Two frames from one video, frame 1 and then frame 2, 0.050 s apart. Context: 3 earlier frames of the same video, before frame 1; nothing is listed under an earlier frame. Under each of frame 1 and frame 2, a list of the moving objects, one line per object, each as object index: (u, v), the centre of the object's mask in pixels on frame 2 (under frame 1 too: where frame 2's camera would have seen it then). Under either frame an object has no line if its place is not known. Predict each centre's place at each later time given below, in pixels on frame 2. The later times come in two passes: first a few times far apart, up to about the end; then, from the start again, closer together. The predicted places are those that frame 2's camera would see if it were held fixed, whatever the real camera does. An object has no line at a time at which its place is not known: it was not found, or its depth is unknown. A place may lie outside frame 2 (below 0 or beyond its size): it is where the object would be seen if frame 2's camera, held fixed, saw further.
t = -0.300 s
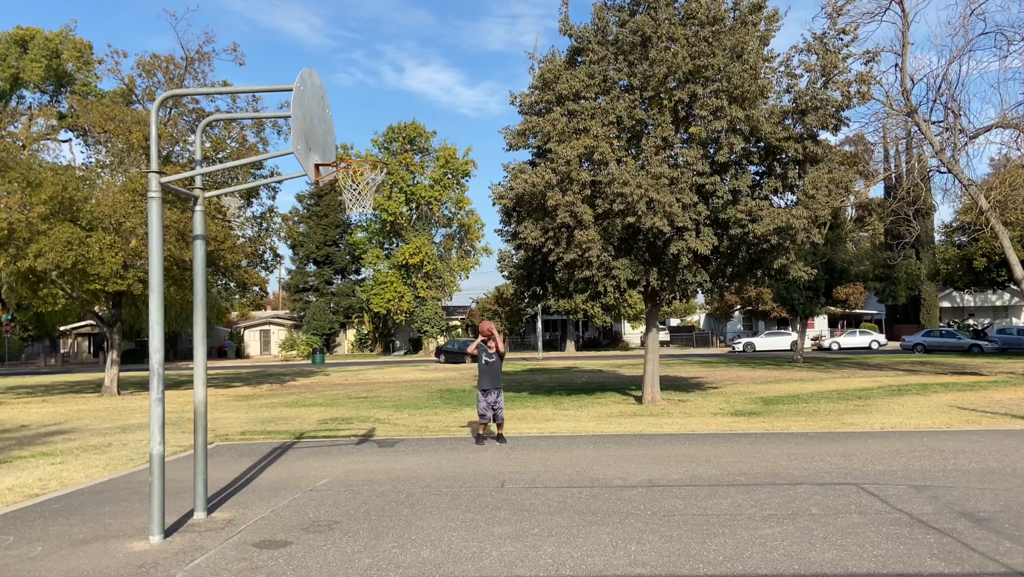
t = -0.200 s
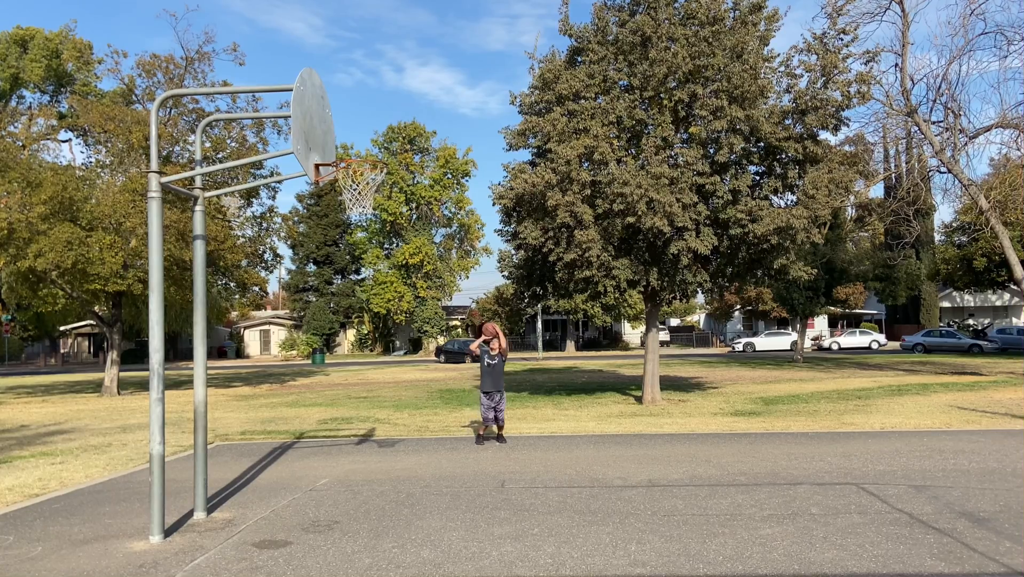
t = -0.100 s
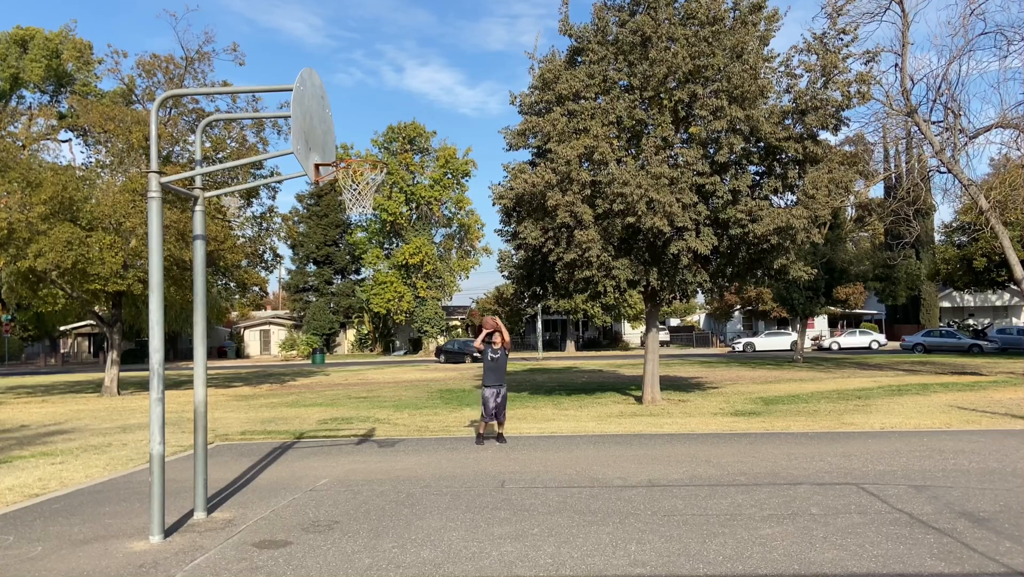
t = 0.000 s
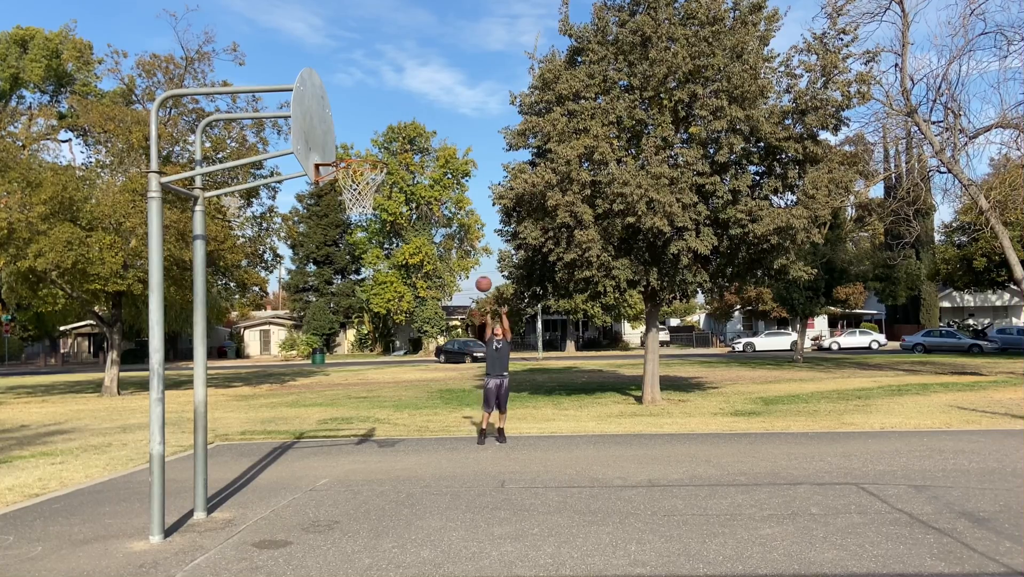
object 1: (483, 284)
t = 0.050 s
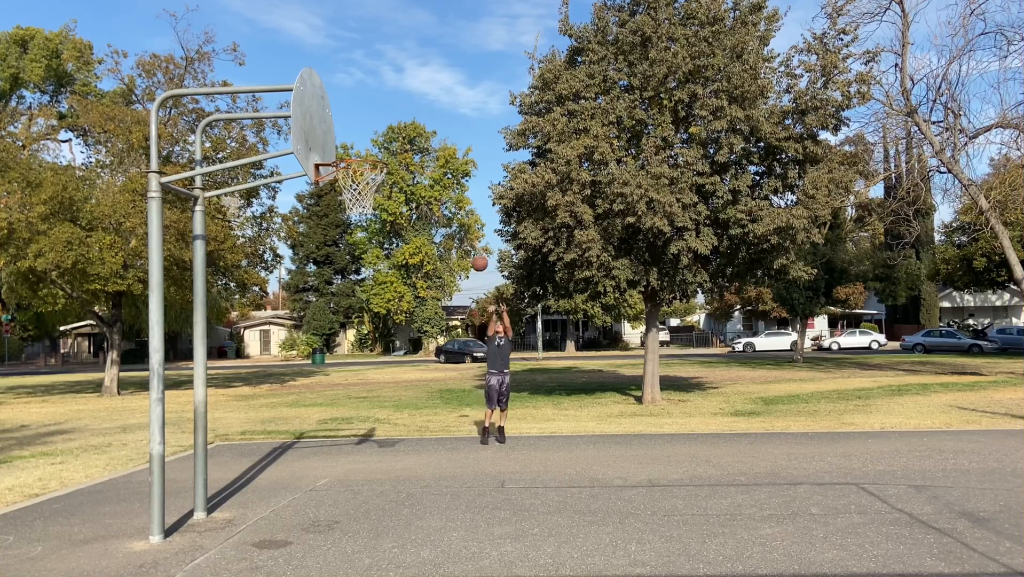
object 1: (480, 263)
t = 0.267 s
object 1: (461, 184)
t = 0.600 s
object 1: (424, 111)
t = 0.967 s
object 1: (369, 133)
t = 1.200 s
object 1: (357, 157)
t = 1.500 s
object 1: (364, 172)
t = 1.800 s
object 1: (361, 225)
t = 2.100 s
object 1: (355, 371)
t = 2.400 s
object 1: (347, 449)
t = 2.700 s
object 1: (335, 317)
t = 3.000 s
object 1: (324, 291)
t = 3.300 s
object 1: (312, 377)
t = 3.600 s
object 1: (301, 502)
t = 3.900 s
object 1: (292, 380)
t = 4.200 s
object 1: (284, 373)
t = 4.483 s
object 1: (275, 478)
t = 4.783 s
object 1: (266, 461)
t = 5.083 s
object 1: (256, 419)
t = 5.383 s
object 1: (246, 506)
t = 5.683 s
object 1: (230, 485)
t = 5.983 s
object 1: (211, 477)
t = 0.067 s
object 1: (478, 256)
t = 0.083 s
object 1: (477, 250)
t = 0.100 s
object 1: (476, 243)
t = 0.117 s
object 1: (474, 237)
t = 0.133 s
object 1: (473, 230)
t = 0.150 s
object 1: (471, 225)
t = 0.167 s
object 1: (469, 218)
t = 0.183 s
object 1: (468, 213)
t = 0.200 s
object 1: (467, 206)
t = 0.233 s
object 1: (464, 195)
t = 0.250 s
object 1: (462, 189)
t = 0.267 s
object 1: (461, 184)
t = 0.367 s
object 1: (451, 155)
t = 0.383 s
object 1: (449, 151)
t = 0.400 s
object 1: (447, 147)
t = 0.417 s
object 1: (445, 143)
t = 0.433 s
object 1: (443, 139)
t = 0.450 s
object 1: (441, 135)
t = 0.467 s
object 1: (440, 132)
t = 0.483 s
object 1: (438, 128)
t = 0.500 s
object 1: (436, 125)
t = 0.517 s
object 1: (434, 122)
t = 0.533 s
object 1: (432, 119)
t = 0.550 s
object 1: (430, 117)
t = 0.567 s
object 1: (428, 115)
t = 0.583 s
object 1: (426, 112)
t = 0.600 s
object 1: (424, 111)
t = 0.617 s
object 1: (422, 109)
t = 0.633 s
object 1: (420, 107)
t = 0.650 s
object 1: (417, 106)
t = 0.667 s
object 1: (415, 105)
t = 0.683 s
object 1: (413, 104)
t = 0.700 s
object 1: (411, 104)
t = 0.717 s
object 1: (408, 103)
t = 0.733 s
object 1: (406, 103)
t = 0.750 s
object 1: (404, 103)
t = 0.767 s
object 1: (401, 104)
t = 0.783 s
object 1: (399, 105)
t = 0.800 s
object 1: (396, 106)
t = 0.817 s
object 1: (394, 107)
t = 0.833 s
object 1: (391, 108)
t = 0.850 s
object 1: (388, 110)
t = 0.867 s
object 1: (386, 113)
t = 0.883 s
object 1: (383, 115)
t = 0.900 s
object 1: (380, 118)
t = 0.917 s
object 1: (377, 121)
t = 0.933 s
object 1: (375, 125)
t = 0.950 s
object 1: (372, 129)
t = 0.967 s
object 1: (369, 133)
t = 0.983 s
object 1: (366, 138)
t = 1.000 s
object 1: (363, 143)
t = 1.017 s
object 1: (360, 148)
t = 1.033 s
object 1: (356, 153)
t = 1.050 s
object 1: (355, 159)
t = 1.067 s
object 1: (357, 160)
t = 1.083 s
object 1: (361, 163)
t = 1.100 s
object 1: (362, 165)
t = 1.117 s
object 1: (362, 164)
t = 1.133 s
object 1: (361, 162)
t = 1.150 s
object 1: (360, 160)
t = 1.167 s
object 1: (359, 158)
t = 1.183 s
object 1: (358, 158)
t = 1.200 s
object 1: (357, 157)
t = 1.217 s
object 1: (357, 155)
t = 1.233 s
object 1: (355, 155)
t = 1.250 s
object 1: (354, 156)
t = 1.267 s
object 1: (354, 155)
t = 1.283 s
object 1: (355, 154)
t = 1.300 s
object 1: (356, 155)
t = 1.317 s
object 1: (356, 156)
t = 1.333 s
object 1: (358, 156)
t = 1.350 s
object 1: (359, 156)
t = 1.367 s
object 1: (360, 157)
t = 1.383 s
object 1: (361, 160)
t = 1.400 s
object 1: (363, 160)
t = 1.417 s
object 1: (362, 164)
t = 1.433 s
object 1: (363, 166)
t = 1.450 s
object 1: (365, 167)
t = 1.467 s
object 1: (364, 170)
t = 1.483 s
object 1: (364, 170)
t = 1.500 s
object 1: (364, 172)
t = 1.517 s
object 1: (365, 172)
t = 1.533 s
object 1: (365, 174)
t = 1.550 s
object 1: (365, 176)
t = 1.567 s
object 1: (365, 178)
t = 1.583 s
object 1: (364, 181)
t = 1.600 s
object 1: (364, 182)
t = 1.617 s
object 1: (366, 189)
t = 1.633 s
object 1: (365, 192)
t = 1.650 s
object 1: (366, 194)
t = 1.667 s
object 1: (366, 203)
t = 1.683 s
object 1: (364, 203)
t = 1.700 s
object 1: (363, 204)
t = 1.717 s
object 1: (362, 205)
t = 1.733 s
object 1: (362, 208)
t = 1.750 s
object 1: (362, 211)
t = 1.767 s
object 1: (361, 216)
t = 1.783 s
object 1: (361, 220)
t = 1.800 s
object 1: (361, 225)
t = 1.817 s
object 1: (360, 230)
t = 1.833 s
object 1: (360, 235)
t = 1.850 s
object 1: (359, 242)
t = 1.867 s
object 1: (359, 247)
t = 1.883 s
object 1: (359, 254)
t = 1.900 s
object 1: (358, 261)
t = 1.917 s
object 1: (358, 268)
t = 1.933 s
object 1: (358, 275)
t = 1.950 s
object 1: (358, 283)
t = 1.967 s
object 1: (357, 291)
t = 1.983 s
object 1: (357, 300)
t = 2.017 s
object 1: (357, 318)
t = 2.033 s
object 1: (357, 327)
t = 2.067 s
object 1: (356, 348)
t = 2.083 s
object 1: (355, 358)
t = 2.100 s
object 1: (355, 371)
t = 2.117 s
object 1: (355, 381)
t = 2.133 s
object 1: (354, 392)
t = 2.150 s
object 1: (354, 405)
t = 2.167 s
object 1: (354, 417)
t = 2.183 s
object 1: (353, 429)
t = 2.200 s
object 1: (353, 442)
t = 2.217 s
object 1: (353, 456)
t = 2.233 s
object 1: (352, 470)
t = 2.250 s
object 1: (352, 484)
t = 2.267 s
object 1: (352, 500)
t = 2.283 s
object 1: (351, 515)
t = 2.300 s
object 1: (351, 519)
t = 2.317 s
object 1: (350, 506)
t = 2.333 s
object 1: (350, 494)
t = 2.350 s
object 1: (349, 482)
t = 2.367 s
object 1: (348, 471)
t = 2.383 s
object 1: (348, 459)
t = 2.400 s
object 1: (347, 449)
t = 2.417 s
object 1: (347, 439)
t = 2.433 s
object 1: (346, 429)
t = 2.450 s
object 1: (345, 420)
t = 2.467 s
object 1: (344, 410)
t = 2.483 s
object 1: (344, 401)
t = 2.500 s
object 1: (343, 393)
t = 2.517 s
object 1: (342, 385)
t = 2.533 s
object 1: (342, 377)
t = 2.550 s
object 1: (341, 370)
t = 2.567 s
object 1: (340, 362)
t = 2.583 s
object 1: (339, 355)
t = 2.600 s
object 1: (339, 348)
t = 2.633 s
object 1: (337, 337)
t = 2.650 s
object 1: (337, 331)
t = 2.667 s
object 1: (336, 326)
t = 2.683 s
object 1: (335, 321)
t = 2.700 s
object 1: (335, 317)
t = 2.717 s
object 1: (334, 312)
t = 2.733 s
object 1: (334, 308)
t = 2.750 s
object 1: (333, 305)
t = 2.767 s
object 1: (332, 302)
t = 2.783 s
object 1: (331, 299)
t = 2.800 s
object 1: (331, 296)
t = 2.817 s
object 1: (330, 294)
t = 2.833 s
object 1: (330, 293)
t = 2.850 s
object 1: (329, 291)
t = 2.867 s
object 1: (328, 289)
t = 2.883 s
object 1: (328, 288)
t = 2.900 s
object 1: (327, 288)
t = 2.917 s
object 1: (327, 288)
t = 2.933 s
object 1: (326, 288)
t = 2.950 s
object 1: (325, 288)
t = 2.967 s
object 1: (325, 289)
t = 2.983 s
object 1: (324, 290)
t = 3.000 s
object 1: (324, 291)
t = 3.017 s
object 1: (323, 293)
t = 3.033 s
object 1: (322, 295)
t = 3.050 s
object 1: (322, 297)
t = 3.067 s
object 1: (321, 300)
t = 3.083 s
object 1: (320, 303)
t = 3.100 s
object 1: (319, 307)
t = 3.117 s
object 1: (319, 311)
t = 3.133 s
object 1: (318, 315)
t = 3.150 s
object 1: (318, 319)
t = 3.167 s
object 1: (317, 324)
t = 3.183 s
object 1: (316, 330)
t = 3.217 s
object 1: (315, 341)
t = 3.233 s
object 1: (315, 348)
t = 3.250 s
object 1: (314, 354)
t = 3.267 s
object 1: (313, 362)
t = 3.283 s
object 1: (313, 369)
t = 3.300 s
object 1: (312, 377)
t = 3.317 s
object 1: (312, 385)
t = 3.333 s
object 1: (311, 394)
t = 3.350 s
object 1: (310, 402)
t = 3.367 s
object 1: (309, 412)
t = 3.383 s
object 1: (309, 421)
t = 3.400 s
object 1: (308, 431)
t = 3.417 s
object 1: (308, 442)
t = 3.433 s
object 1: (307, 452)
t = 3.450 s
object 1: (306, 464)
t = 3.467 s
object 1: (306, 475)
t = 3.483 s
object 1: (305, 487)
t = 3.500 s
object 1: (304, 499)
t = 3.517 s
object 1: (304, 512)
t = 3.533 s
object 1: (303, 525)
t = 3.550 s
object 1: (303, 534)
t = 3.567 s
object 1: (302, 522)
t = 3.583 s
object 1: (302, 511)
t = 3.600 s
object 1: (301, 502)
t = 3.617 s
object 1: (301, 491)
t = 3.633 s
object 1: (300, 482)
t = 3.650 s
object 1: (300, 473)
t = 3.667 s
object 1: (300, 465)
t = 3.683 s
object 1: (299, 456)
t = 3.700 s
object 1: (299, 448)
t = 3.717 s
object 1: (298, 440)
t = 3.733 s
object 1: (298, 433)
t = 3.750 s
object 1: (297, 426)
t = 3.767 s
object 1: (297, 420)
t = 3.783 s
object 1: (296, 413)
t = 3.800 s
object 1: (296, 408)
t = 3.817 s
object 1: (295, 402)
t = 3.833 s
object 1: (295, 397)
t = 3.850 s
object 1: (294, 391)
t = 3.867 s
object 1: (294, 387)
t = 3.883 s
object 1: (293, 383)
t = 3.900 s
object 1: (292, 380)
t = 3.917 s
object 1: (292, 376)
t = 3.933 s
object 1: (292, 373)
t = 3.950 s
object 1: (291, 370)
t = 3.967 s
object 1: (291, 368)
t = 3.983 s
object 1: (290, 366)
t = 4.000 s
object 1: (290, 365)
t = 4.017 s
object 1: (289, 363)
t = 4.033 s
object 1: (289, 363)
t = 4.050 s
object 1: (288, 362)
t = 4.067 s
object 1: (288, 362)
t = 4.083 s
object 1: (287, 362)
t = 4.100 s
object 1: (287, 362)
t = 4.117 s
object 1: (287, 363)
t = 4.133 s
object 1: (286, 364)
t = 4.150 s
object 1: (286, 366)
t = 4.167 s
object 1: (285, 368)
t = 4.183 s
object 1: (284, 370)
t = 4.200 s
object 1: (284, 373)
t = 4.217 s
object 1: (283, 376)
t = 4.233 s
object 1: (283, 380)
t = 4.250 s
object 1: (282, 383)
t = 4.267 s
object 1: (282, 387)
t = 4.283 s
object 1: (281, 392)
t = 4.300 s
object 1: (281, 397)
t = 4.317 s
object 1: (280, 402)
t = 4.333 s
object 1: (280, 408)
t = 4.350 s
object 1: (279, 415)
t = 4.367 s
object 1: (278, 421)
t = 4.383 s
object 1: (278, 428)
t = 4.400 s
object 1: (278, 435)
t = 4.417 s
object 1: (277, 443)
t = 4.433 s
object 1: (277, 451)
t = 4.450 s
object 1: (276, 460)
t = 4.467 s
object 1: (276, 468)
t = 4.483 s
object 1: (275, 478)
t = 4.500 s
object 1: (275, 488)
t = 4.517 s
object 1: (274, 498)
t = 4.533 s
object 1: (273, 509)
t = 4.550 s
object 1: (273, 520)
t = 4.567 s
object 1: (272, 531)
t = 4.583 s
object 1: (272, 543)
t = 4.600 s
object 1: (271, 546)
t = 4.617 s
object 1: (271, 537)
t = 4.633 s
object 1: (270, 527)
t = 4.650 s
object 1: (270, 518)
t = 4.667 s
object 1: (269, 510)
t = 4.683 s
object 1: (269, 502)
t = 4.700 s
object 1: (268, 494)
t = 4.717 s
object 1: (268, 486)
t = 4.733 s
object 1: (267, 479)
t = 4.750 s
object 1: (267, 472)
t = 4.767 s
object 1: (266, 466)
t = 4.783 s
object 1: (266, 461)
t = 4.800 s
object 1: (265, 455)
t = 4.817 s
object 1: (264, 450)
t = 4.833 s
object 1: (264, 445)
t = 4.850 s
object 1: (263, 441)
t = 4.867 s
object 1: (263, 436)
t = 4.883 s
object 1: (262, 433)
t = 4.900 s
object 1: (262, 429)
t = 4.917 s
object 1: (261, 427)
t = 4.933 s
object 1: (261, 424)
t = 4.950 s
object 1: (260, 422)
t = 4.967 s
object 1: (260, 420)
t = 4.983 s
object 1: (259, 419)
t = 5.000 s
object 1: (258, 418)
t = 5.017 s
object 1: (258, 417)
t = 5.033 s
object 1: (257, 417)
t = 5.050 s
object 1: (257, 417)
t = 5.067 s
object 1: (256, 418)
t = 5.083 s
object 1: (256, 419)
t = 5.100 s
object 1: (255, 420)
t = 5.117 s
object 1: (255, 422)
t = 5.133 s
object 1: (254, 424)
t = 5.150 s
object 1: (254, 427)
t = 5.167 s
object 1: (253, 430)
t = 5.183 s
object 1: (253, 433)
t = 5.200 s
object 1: (252, 437)
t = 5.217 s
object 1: (252, 441)
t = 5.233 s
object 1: (251, 446)
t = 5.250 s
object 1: (250, 451)
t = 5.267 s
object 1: (250, 457)
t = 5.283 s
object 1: (249, 462)
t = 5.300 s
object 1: (249, 468)
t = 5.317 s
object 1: (248, 475)
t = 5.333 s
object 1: (248, 482)
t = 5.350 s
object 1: (247, 489)
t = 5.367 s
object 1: (246, 497)
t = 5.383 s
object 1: (246, 506)
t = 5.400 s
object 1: (245, 515)
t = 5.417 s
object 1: (245, 524)
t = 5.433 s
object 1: (244, 534)
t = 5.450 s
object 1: (244, 544)
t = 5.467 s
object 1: (243, 555)
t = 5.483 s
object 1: (243, 562)
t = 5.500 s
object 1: (241, 556)
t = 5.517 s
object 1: (240, 547)
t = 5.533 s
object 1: (239, 539)
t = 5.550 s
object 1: (238, 532)
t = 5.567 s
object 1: (237, 524)
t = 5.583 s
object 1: (237, 518)
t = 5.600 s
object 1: (236, 511)
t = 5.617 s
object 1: (234, 505)
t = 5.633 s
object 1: (233, 500)
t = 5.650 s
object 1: (232, 495)
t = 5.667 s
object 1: (231, 490)
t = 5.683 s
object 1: (230, 485)
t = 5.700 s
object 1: (229, 482)
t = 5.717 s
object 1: (228, 478)
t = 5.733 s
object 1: (227, 475)
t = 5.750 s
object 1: (226, 473)
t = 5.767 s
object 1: (225, 470)
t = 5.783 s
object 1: (224, 468)
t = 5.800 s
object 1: (223, 467)
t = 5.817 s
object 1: (222, 465)
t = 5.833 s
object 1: (221, 465)
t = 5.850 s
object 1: (220, 464)
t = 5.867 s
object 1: (219, 464)
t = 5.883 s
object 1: (217, 465)
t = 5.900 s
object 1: (216, 466)
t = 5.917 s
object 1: (215, 468)
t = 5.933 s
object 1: (214, 470)
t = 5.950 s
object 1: (213, 472)
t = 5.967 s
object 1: (212, 474)
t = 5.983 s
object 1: (211, 477)
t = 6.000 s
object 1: (210, 481)
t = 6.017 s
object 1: (208, 485)
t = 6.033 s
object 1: (207, 489)
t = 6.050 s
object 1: (206, 495)
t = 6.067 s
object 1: (205, 500)
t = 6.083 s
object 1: (204, 506)
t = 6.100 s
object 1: (203, 512)
